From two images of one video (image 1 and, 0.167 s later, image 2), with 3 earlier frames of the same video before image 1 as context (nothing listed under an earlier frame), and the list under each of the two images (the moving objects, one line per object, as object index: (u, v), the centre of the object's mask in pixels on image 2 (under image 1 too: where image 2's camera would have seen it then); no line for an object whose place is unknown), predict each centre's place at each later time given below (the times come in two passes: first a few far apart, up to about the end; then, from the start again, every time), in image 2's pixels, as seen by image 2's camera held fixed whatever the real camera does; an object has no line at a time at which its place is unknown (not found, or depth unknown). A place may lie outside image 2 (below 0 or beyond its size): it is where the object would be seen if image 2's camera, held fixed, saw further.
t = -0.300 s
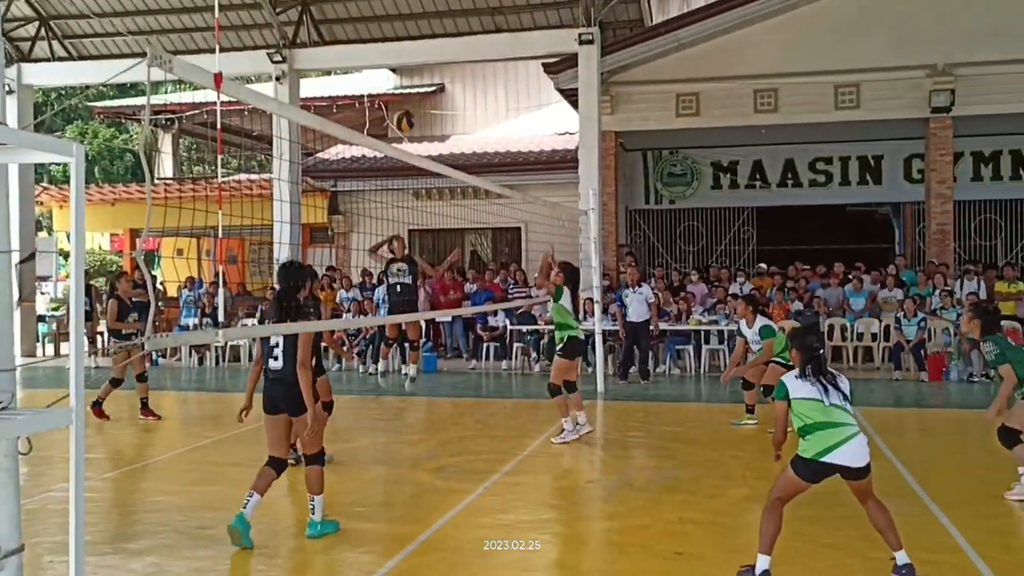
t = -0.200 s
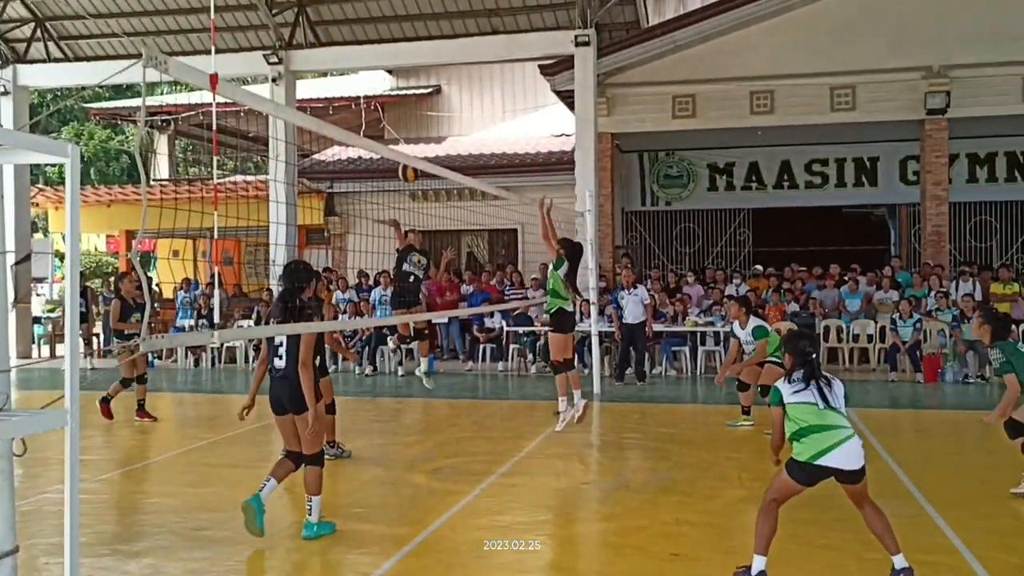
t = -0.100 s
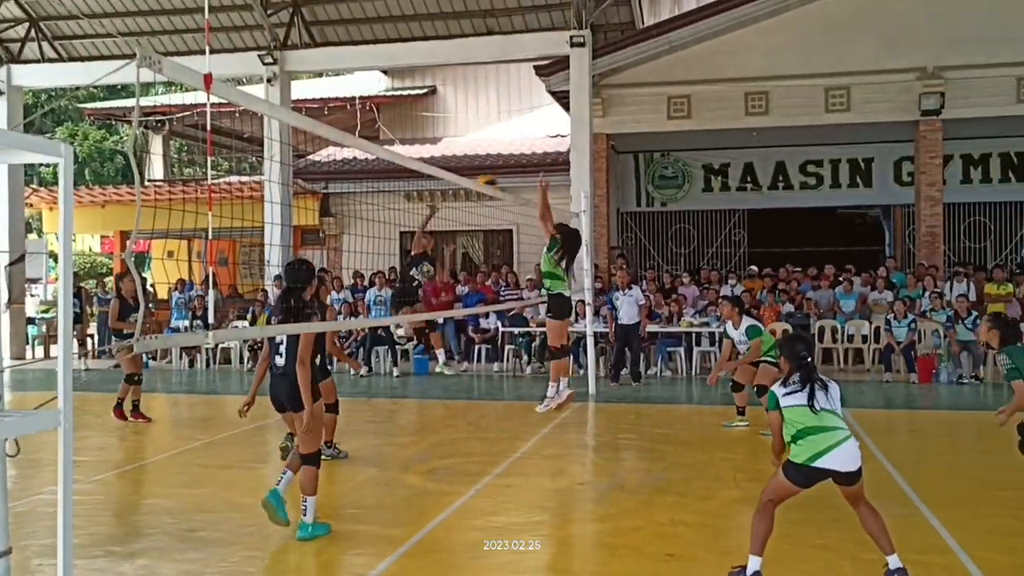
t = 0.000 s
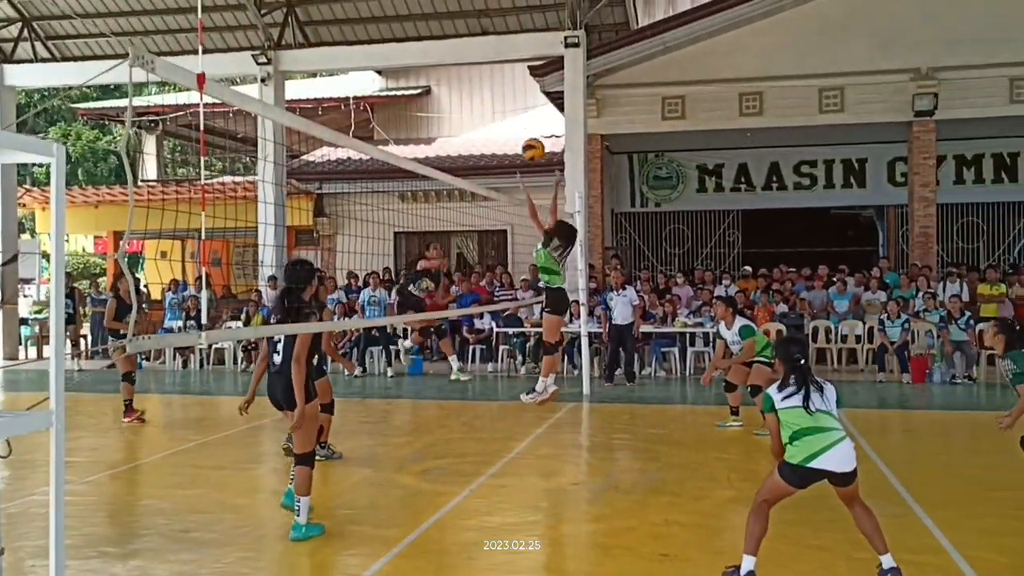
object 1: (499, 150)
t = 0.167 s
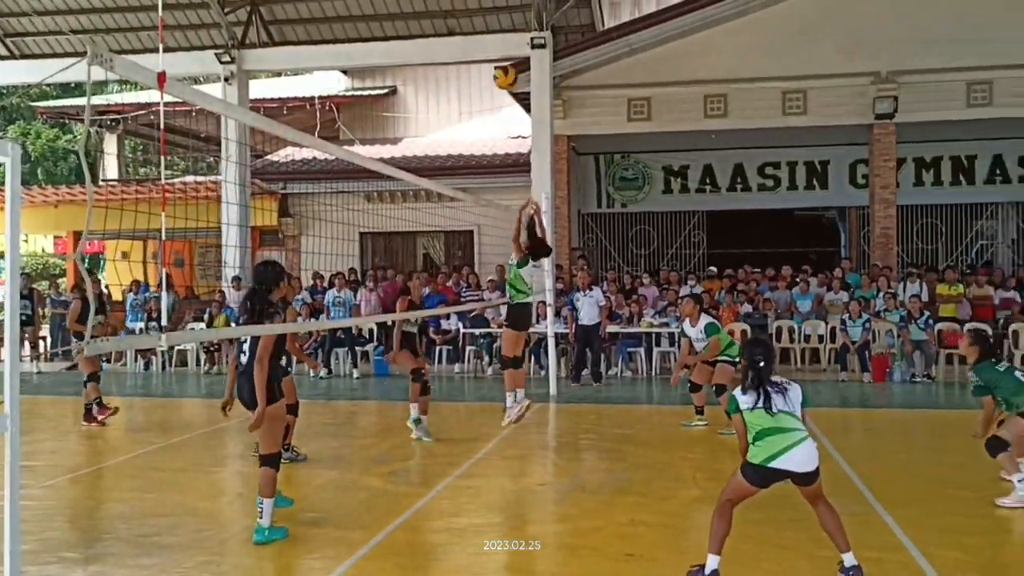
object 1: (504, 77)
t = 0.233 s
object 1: (507, 55)
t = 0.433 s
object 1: (514, 17)
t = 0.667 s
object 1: (525, 31)
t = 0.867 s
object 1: (531, 108)
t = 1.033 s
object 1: (539, 232)
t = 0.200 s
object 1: (506, 66)
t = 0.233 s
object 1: (507, 55)
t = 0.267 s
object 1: (508, 46)
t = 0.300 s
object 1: (510, 39)
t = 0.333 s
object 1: (510, 31)
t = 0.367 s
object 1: (512, 25)
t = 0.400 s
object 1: (513, 20)
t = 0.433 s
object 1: (514, 17)
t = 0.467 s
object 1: (515, 14)
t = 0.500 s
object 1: (517, 15)
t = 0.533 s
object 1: (518, 14)
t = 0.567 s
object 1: (519, 15)
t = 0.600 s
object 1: (521, 18)
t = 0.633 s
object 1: (522, 24)
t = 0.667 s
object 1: (525, 31)
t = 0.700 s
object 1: (526, 40)
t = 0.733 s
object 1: (528, 49)
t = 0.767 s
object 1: (528, 61)
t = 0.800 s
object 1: (529, 74)
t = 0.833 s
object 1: (531, 91)
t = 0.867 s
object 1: (531, 108)
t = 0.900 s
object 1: (534, 129)
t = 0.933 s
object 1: (535, 151)
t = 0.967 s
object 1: (536, 175)
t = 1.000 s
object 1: (538, 203)
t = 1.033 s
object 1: (539, 232)
